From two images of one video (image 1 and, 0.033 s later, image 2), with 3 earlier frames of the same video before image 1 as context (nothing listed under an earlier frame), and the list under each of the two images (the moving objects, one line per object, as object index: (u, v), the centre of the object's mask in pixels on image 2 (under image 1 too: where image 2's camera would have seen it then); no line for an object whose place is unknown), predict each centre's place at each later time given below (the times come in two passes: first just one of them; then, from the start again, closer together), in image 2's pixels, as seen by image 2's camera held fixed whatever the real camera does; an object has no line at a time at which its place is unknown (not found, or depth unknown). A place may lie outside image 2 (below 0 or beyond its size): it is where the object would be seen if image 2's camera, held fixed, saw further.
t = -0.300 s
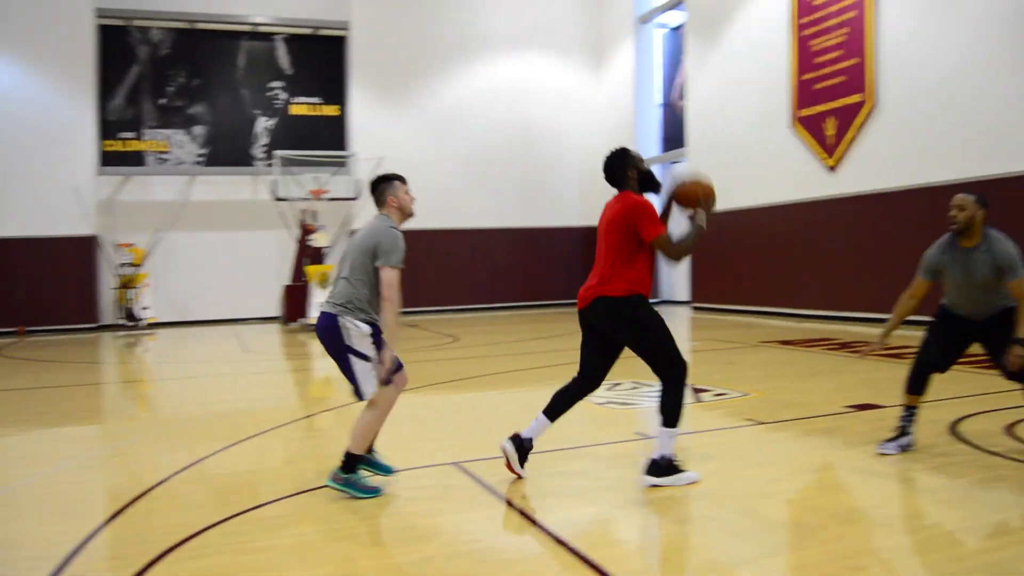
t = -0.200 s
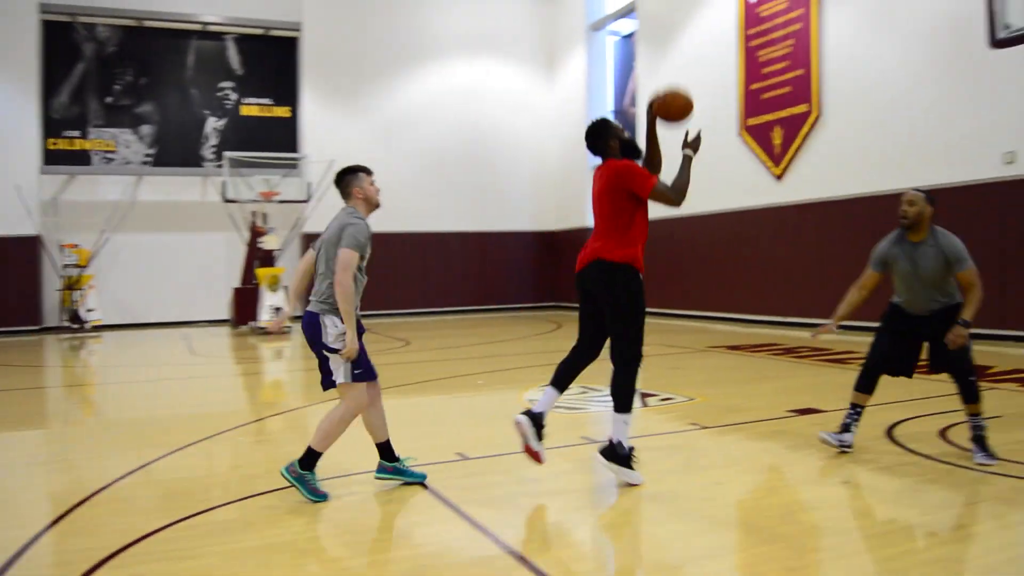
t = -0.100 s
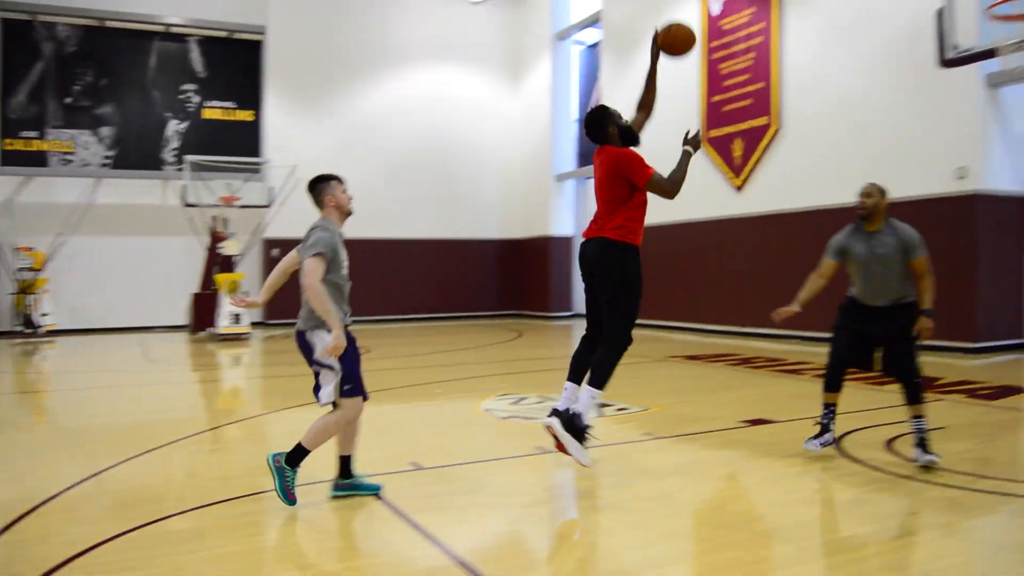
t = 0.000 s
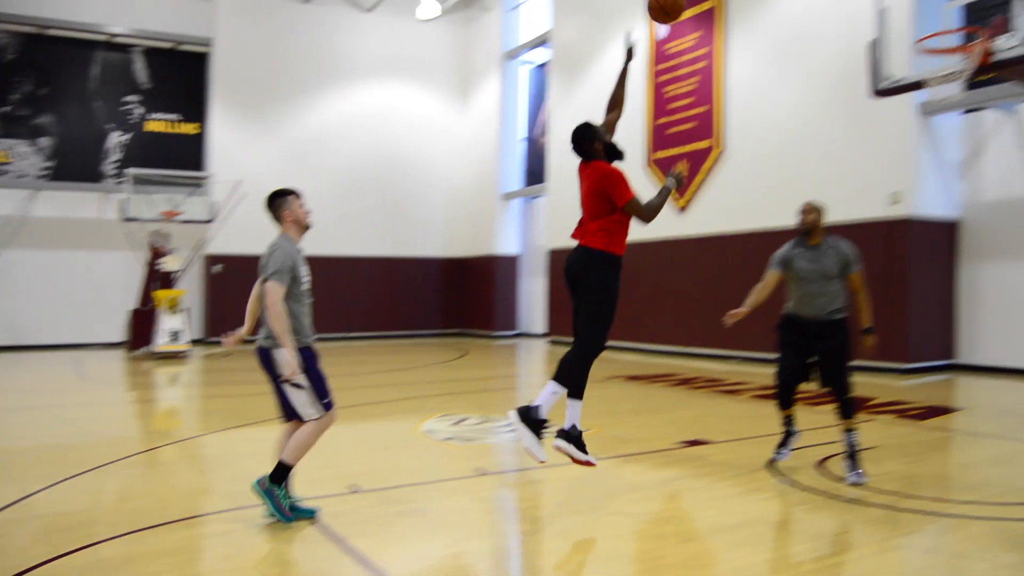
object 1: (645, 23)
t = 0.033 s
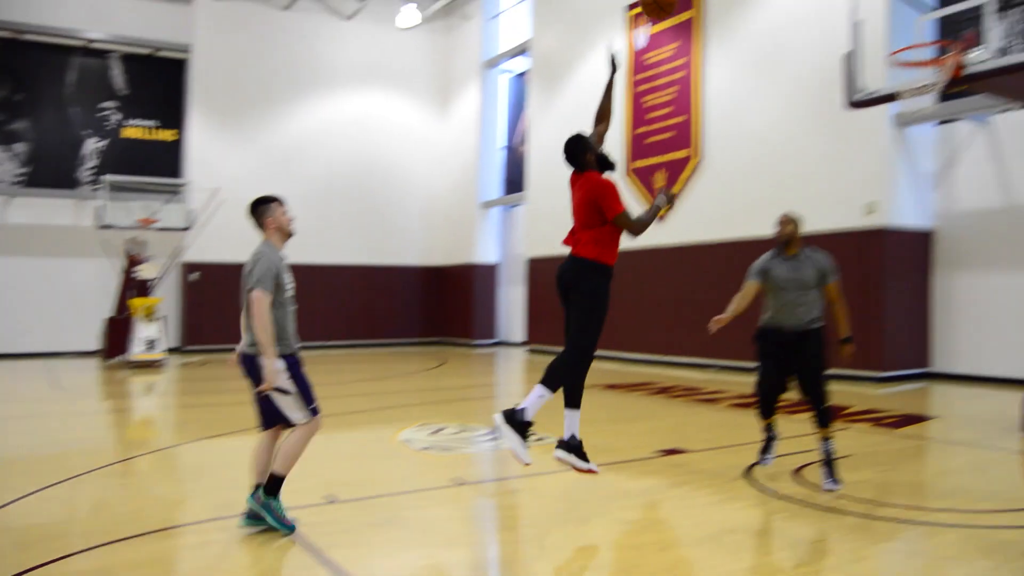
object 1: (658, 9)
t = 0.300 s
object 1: (759, -52)
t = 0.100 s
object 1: (684, -16)
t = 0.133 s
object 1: (698, -28)
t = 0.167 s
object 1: (712, -38)
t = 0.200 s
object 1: (726, -47)
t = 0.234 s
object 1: (738, -52)
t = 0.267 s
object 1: (749, -53)
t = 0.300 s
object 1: (759, -52)
